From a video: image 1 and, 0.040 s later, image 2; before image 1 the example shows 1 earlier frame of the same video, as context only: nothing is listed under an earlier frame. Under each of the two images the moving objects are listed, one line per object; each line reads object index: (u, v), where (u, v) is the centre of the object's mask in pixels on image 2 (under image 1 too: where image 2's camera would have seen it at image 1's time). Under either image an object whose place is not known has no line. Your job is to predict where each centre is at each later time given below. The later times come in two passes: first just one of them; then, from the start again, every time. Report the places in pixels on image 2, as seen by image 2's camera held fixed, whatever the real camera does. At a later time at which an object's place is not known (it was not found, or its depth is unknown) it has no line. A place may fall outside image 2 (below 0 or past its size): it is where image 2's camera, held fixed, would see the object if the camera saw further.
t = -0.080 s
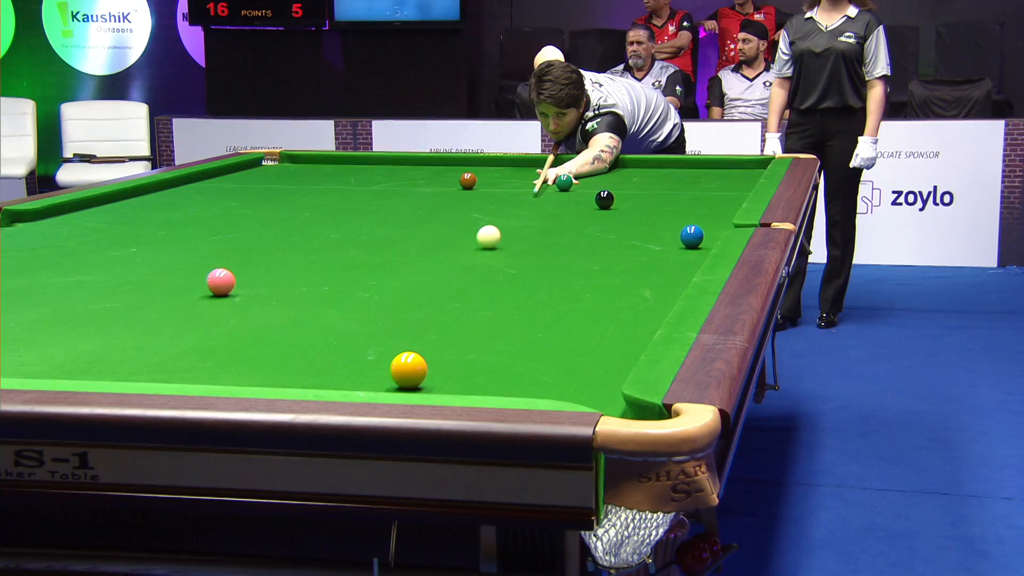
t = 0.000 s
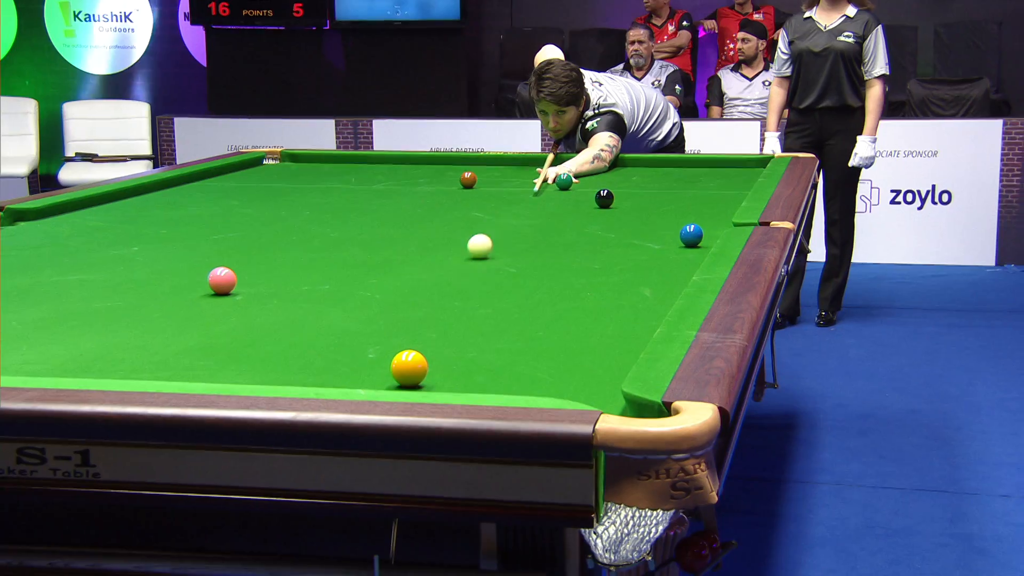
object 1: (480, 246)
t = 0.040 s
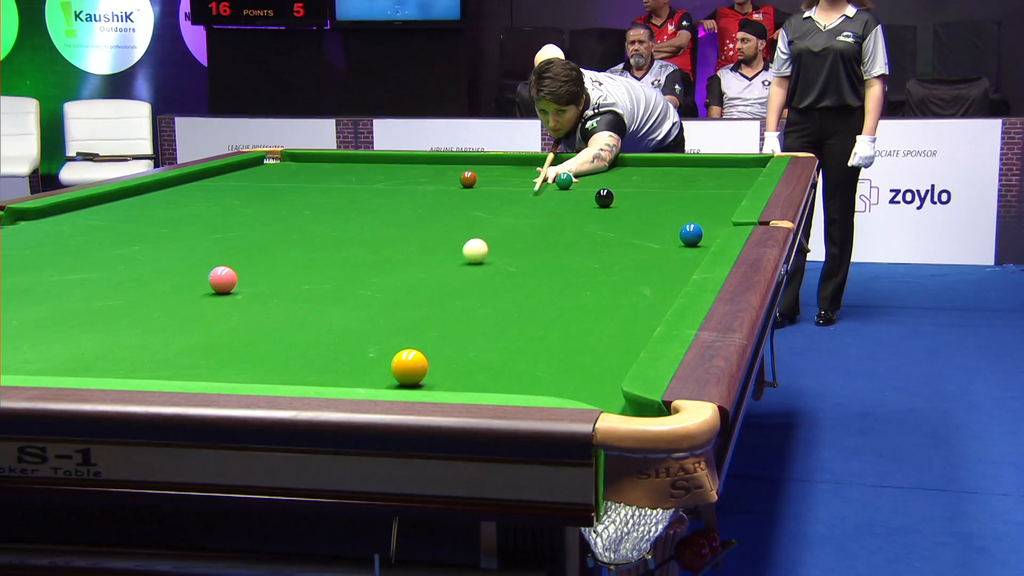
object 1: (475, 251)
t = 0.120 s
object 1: (466, 262)
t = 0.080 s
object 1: (471, 256)
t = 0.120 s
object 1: (466, 262)
